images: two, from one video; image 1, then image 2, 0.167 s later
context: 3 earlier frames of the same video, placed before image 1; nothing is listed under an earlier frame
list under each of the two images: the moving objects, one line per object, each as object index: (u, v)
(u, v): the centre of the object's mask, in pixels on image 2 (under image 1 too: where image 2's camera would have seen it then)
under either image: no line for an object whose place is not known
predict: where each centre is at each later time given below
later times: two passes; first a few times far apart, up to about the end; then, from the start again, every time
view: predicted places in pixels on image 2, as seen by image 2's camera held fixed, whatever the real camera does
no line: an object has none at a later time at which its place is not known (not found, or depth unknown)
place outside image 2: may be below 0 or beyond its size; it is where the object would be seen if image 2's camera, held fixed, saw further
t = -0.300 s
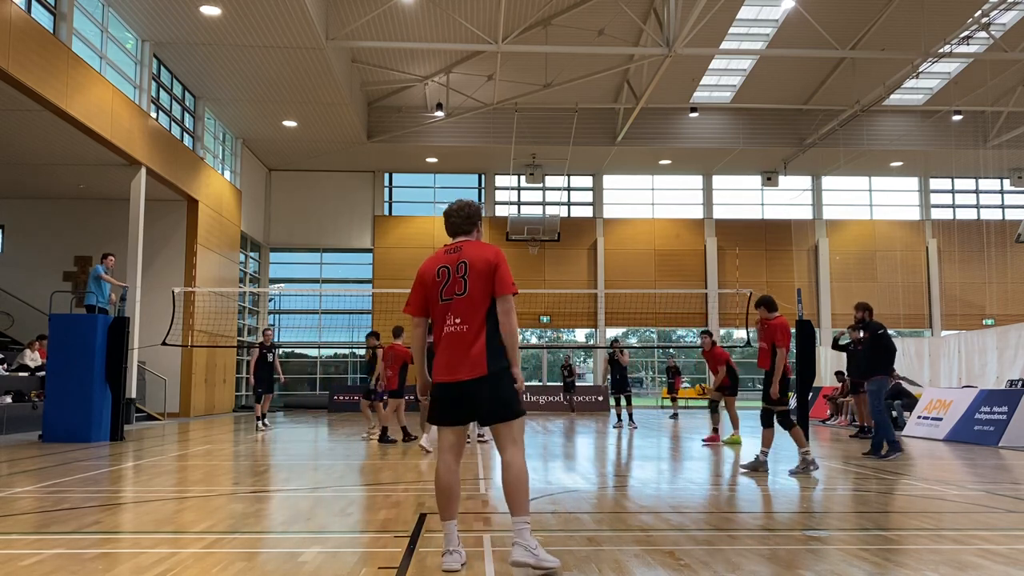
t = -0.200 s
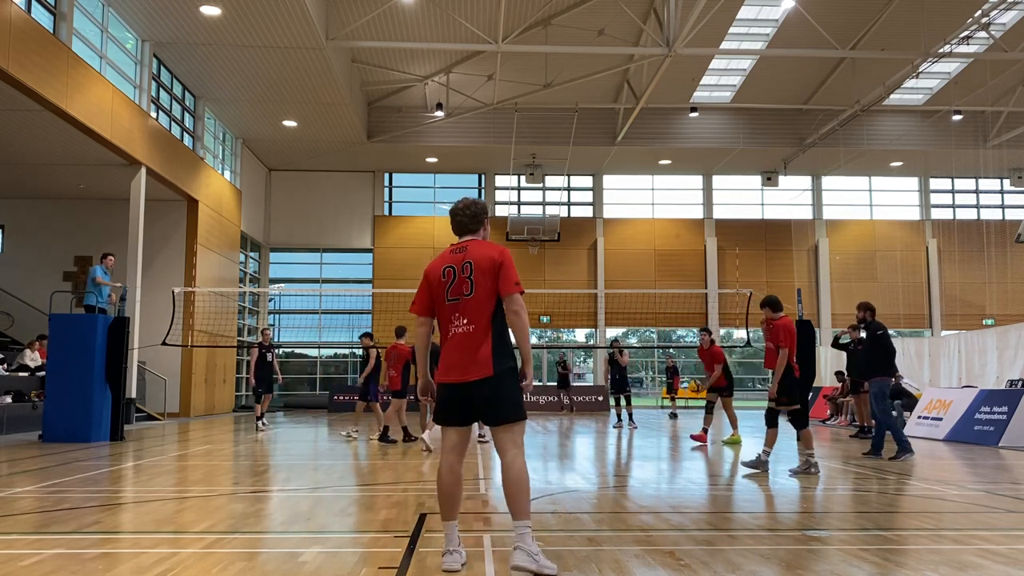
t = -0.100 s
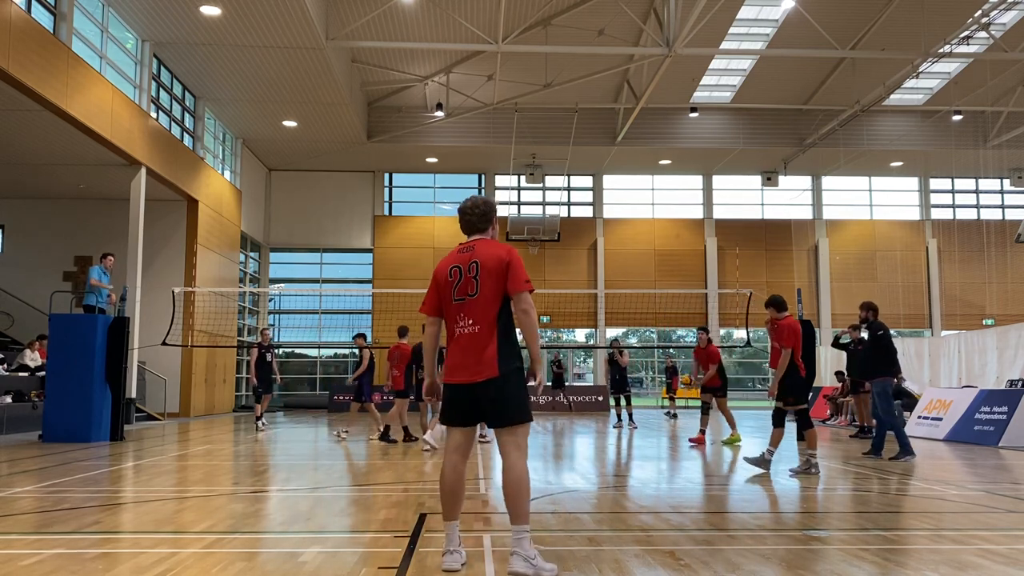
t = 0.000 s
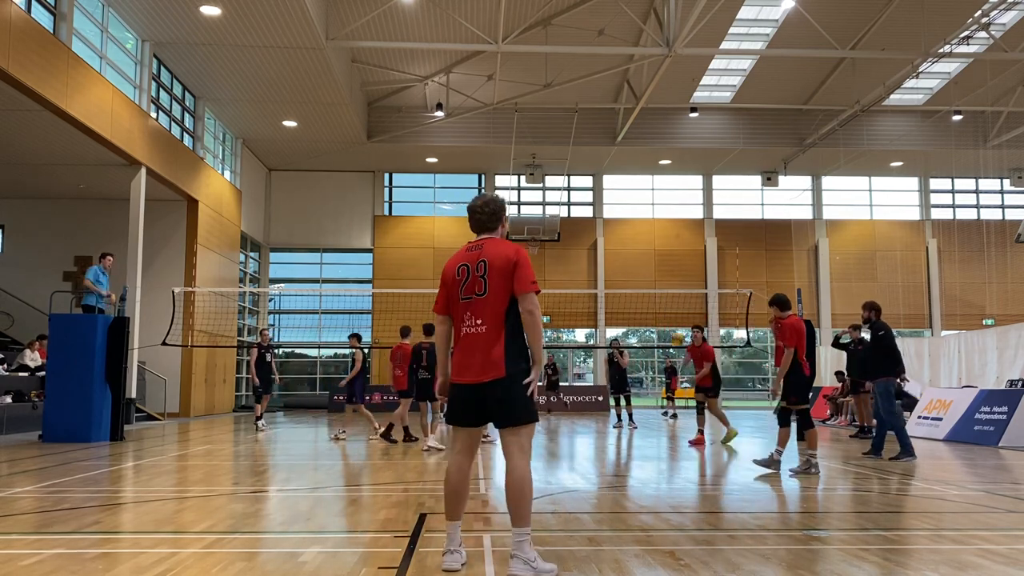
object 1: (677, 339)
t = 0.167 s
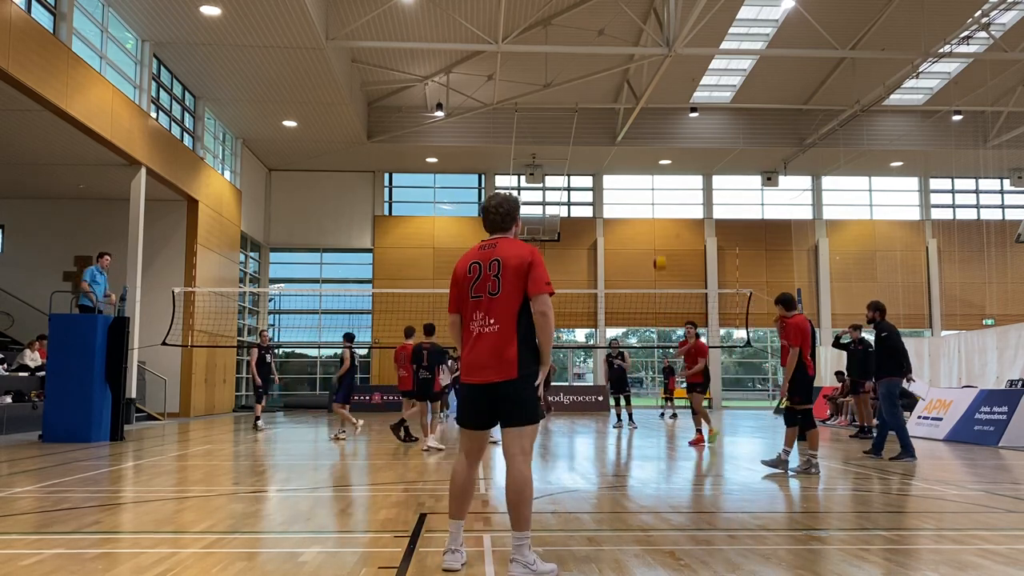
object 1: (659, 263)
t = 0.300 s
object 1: (645, 207)
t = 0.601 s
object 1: (604, 97)
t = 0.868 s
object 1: (549, 35)
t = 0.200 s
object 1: (655, 249)
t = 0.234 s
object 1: (652, 235)
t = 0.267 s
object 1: (649, 221)
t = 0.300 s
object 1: (645, 207)
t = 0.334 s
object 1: (641, 194)
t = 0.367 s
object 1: (637, 180)
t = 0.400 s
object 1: (634, 167)
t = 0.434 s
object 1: (629, 155)
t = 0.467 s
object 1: (624, 142)
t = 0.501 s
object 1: (619, 130)
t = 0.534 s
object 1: (614, 118)
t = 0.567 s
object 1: (609, 108)
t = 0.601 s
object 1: (604, 97)
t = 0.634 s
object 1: (597, 87)
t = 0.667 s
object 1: (591, 77)
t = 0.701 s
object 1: (585, 68)
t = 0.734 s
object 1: (578, 61)
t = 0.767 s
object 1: (571, 53)
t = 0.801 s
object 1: (564, 46)
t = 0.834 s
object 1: (556, 40)
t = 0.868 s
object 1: (549, 35)
